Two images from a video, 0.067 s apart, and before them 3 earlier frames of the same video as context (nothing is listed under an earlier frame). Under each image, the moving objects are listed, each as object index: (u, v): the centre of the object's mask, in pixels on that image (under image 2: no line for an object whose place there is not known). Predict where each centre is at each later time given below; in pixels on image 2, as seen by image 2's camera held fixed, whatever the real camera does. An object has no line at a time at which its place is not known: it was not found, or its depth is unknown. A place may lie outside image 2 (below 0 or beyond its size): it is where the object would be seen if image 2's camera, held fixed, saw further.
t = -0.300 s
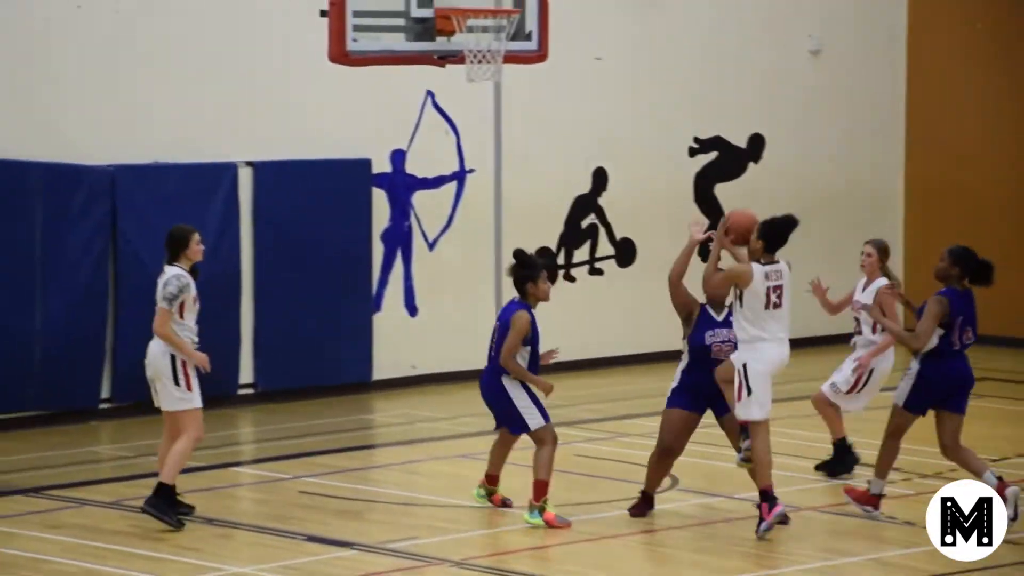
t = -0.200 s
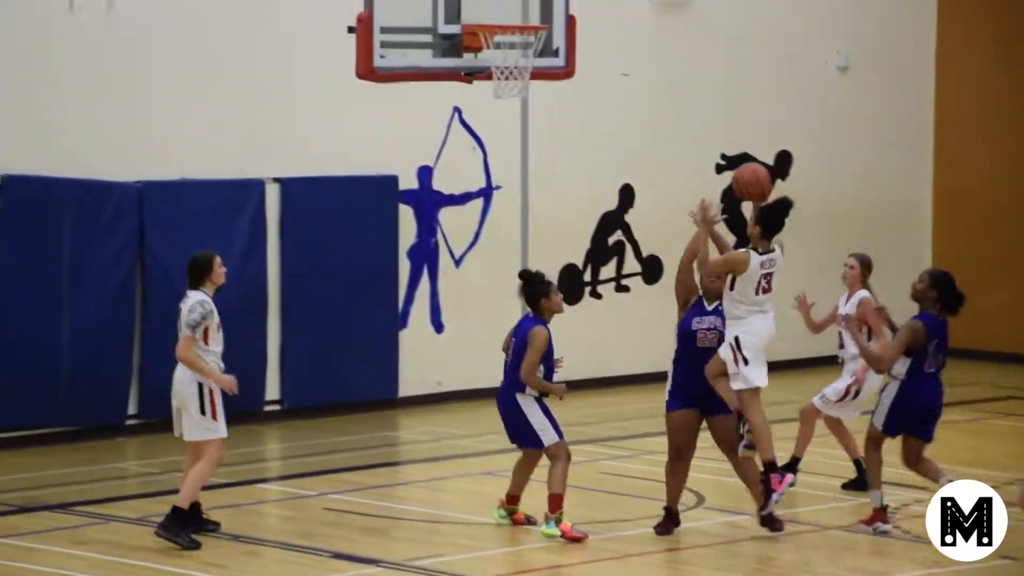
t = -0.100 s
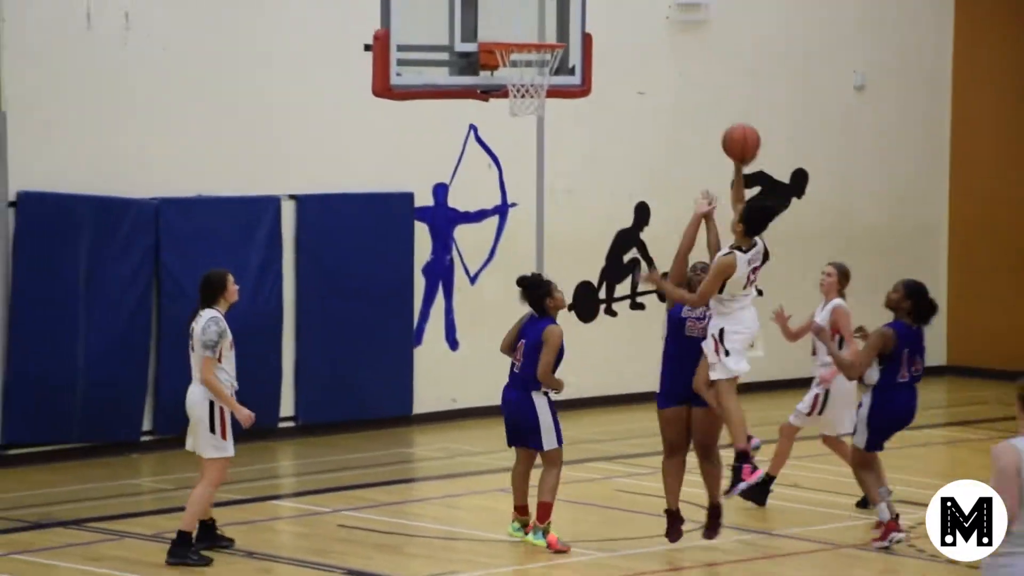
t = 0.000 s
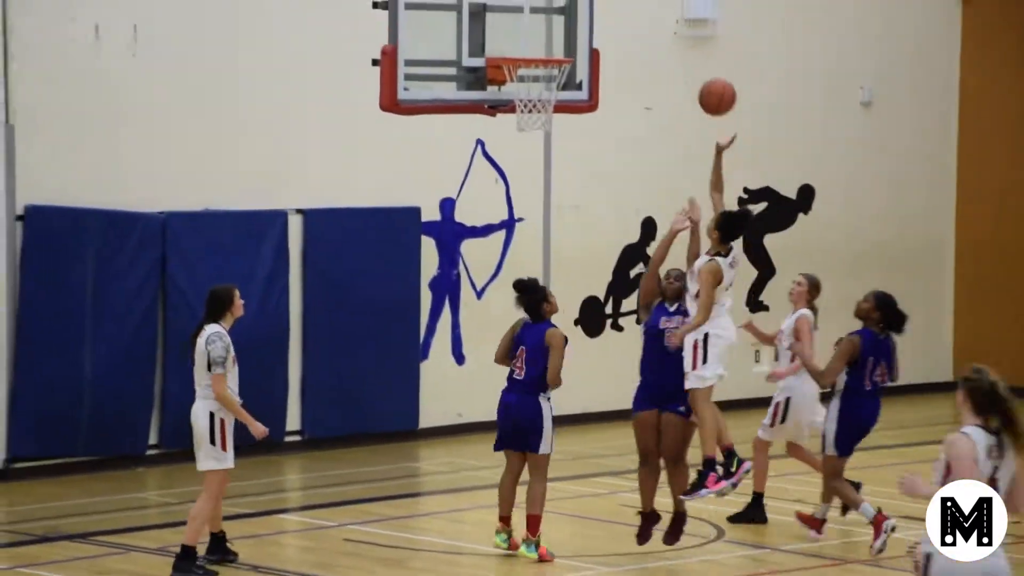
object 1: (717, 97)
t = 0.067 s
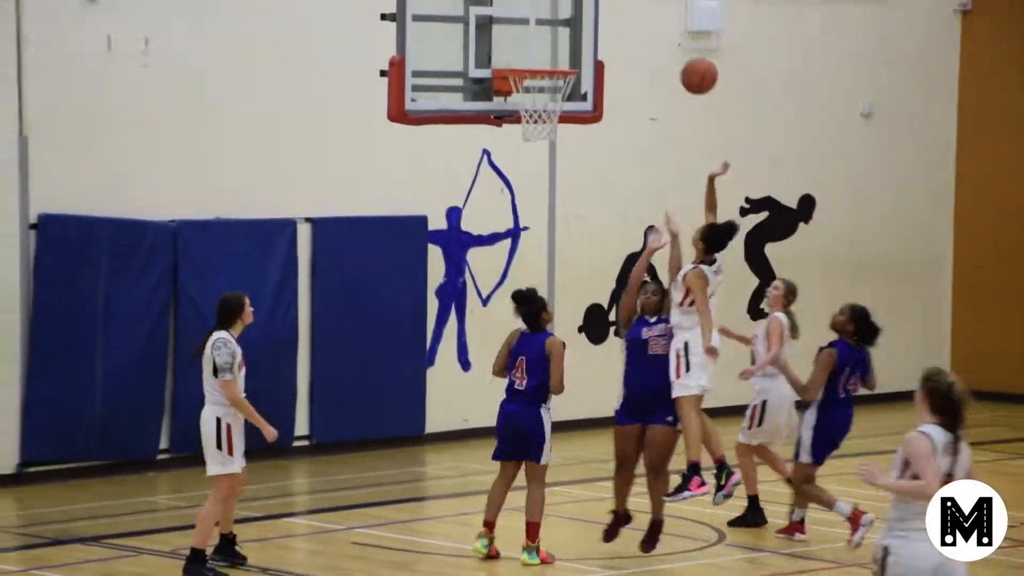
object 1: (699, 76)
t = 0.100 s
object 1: (689, 63)
